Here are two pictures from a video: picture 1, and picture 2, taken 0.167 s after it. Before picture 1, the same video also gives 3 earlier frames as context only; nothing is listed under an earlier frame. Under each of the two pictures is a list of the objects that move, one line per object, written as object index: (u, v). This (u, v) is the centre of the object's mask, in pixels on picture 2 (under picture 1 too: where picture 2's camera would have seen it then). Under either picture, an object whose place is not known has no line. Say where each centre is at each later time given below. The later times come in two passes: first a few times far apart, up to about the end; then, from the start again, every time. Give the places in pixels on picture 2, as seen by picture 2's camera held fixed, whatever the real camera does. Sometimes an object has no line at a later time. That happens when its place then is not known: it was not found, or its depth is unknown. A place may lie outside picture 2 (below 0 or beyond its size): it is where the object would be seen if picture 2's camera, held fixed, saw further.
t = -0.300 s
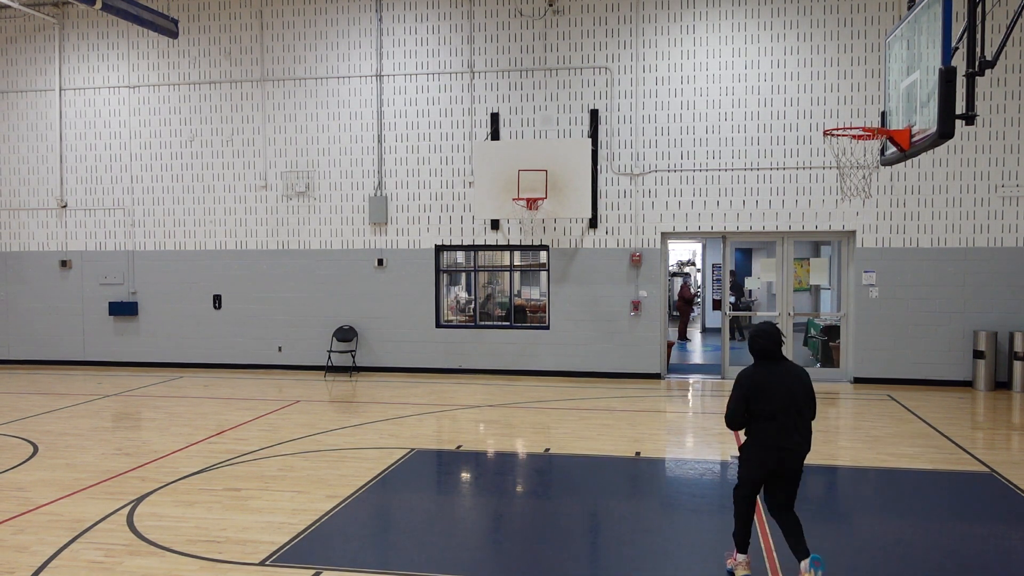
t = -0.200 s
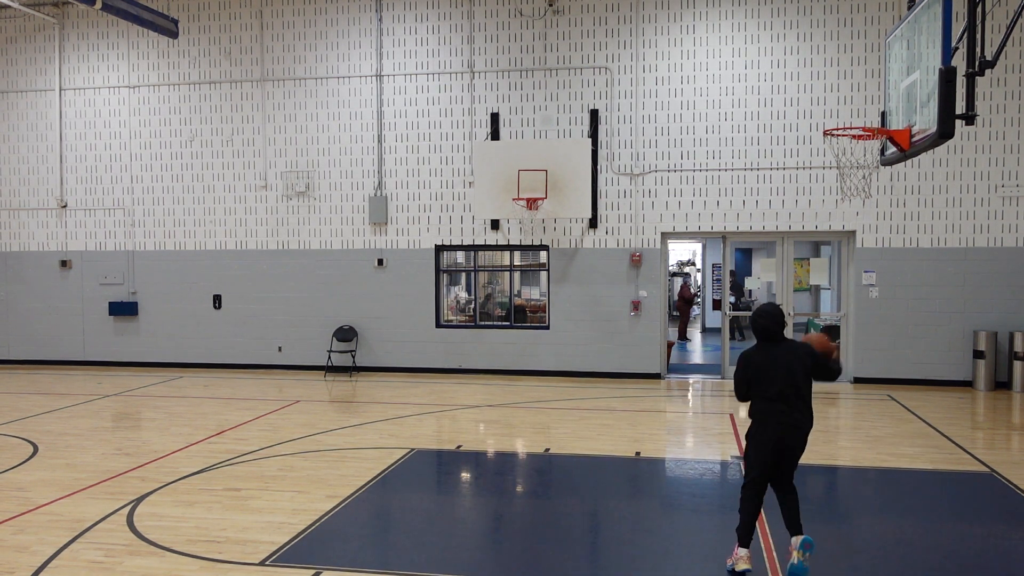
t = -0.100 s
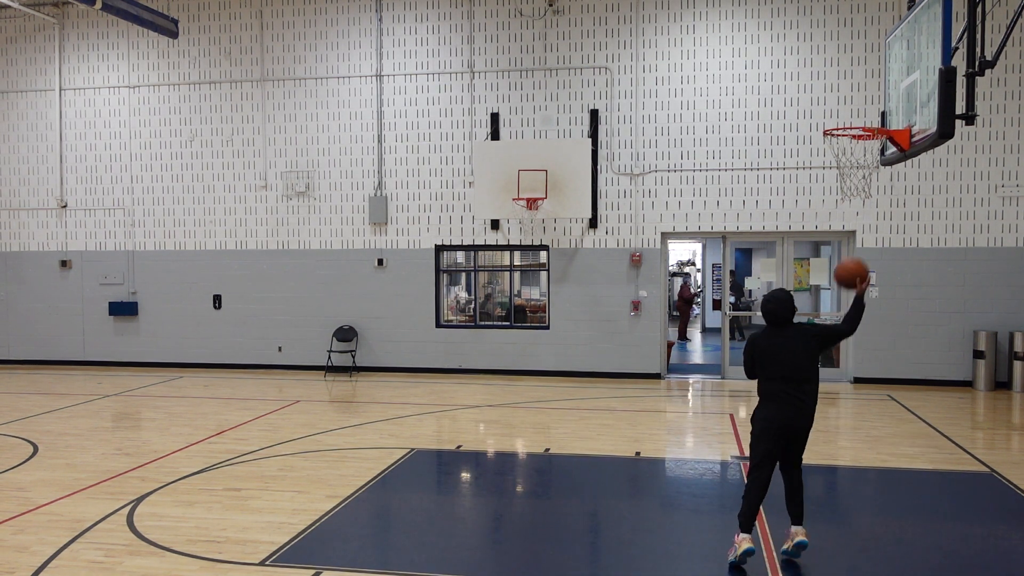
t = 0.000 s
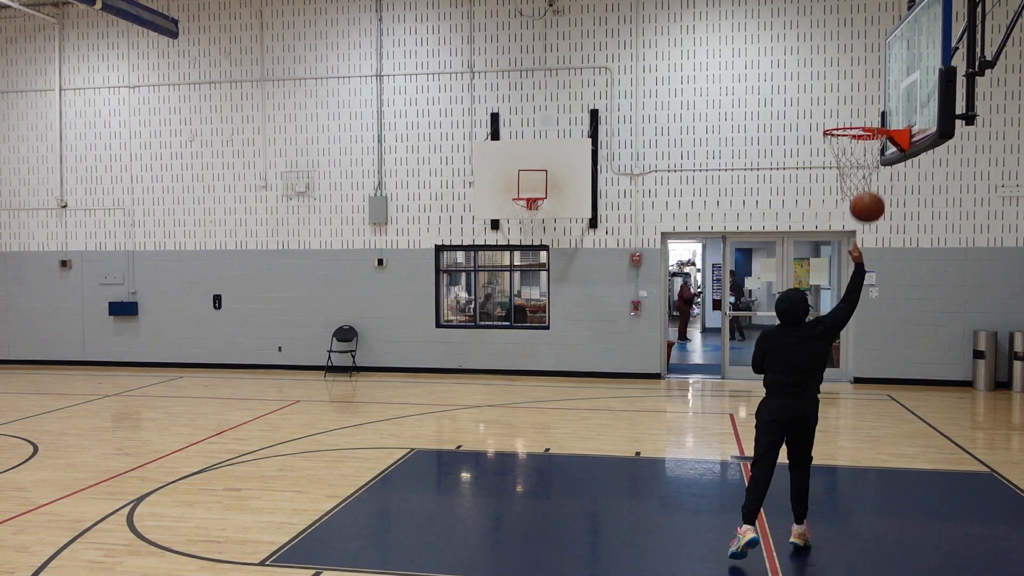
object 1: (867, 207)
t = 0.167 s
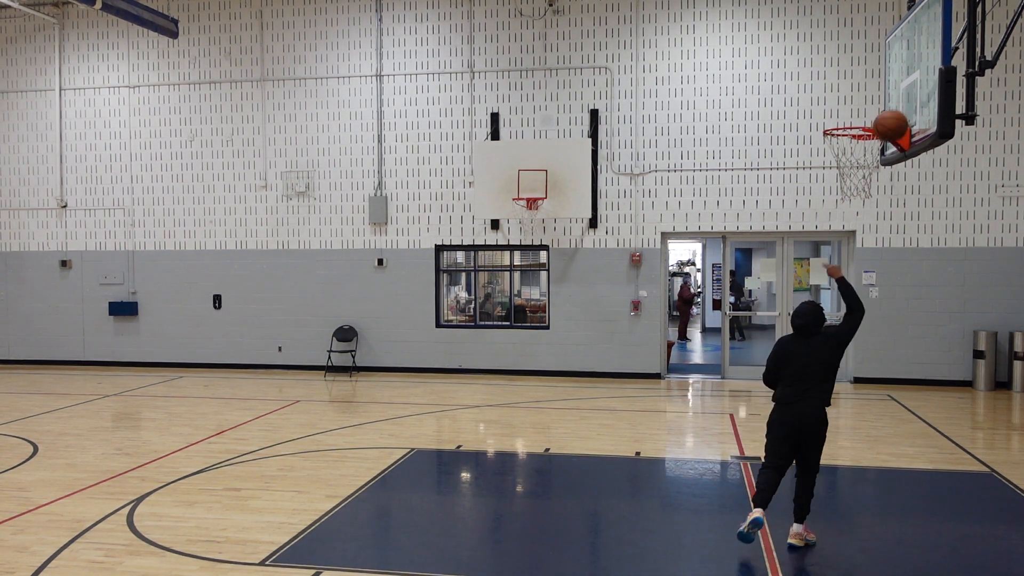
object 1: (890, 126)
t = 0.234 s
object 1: (900, 104)
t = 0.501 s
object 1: (865, 90)
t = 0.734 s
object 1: (853, 118)
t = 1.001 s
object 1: (849, 150)
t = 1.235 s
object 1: (839, 185)
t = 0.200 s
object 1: (895, 114)
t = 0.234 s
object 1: (900, 104)
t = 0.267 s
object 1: (904, 95)
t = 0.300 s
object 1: (901, 90)
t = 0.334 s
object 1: (895, 86)
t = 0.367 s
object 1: (889, 84)
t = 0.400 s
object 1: (882, 84)
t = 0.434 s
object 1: (876, 85)
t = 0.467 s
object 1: (870, 87)
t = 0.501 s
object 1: (865, 90)
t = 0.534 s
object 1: (859, 95)
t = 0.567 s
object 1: (853, 101)
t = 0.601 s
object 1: (848, 109)
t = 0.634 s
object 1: (842, 116)
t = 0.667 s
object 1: (841, 119)
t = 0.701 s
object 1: (847, 117)
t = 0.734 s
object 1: (853, 118)
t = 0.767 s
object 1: (859, 118)
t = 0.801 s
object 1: (865, 119)
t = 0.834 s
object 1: (867, 128)
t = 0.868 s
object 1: (864, 130)
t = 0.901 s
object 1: (860, 134)
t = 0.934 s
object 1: (856, 139)
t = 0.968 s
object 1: (853, 143)
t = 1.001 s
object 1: (849, 150)
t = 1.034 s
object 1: (846, 156)
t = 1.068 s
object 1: (844, 162)
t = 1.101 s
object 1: (843, 166)
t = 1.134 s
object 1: (842, 170)
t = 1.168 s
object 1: (841, 173)
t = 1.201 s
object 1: (840, 178)
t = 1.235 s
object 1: (839, 185)
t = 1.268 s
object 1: (839, 193)
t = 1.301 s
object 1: (838, 203)
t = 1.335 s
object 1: (838, 213)
